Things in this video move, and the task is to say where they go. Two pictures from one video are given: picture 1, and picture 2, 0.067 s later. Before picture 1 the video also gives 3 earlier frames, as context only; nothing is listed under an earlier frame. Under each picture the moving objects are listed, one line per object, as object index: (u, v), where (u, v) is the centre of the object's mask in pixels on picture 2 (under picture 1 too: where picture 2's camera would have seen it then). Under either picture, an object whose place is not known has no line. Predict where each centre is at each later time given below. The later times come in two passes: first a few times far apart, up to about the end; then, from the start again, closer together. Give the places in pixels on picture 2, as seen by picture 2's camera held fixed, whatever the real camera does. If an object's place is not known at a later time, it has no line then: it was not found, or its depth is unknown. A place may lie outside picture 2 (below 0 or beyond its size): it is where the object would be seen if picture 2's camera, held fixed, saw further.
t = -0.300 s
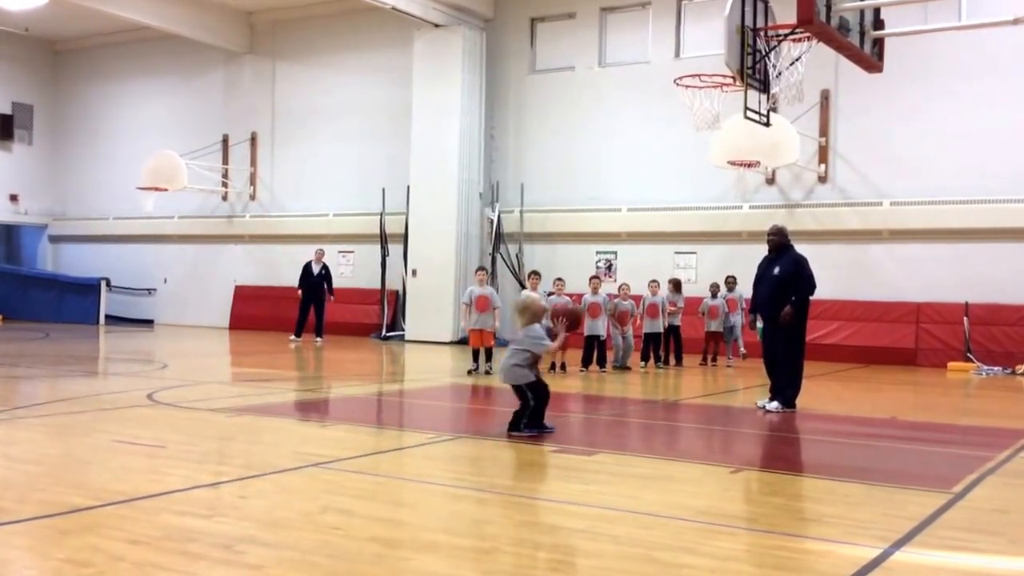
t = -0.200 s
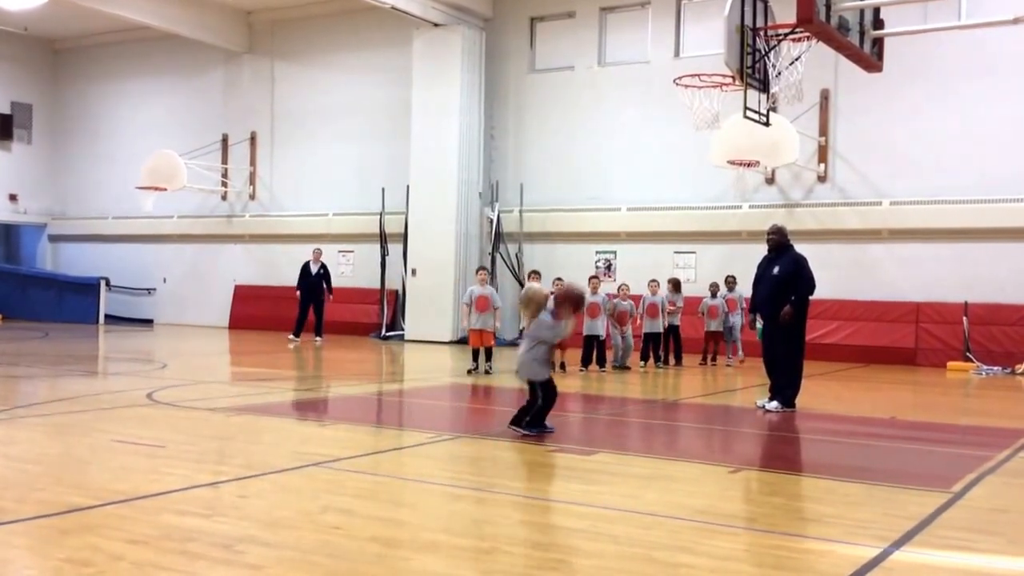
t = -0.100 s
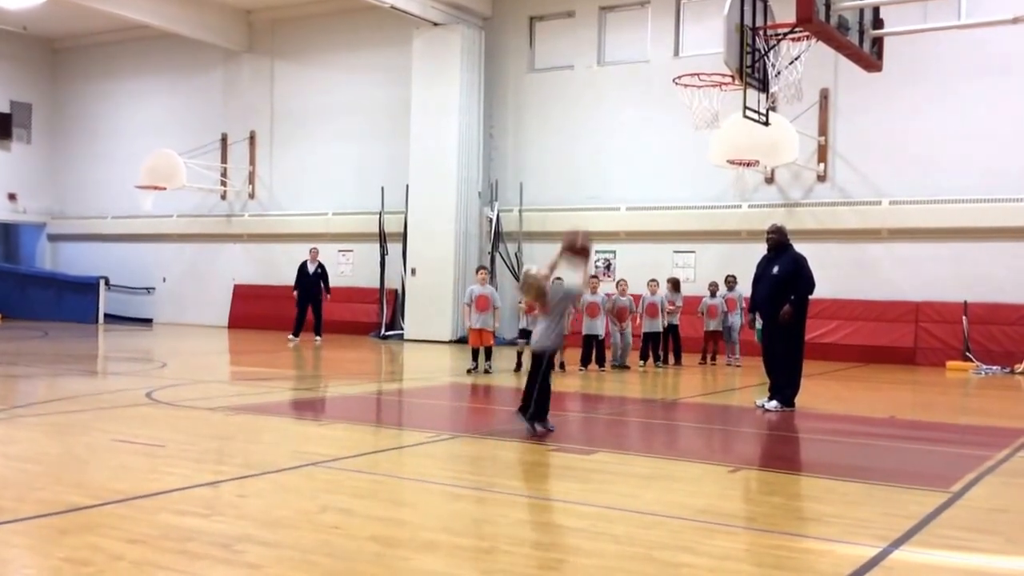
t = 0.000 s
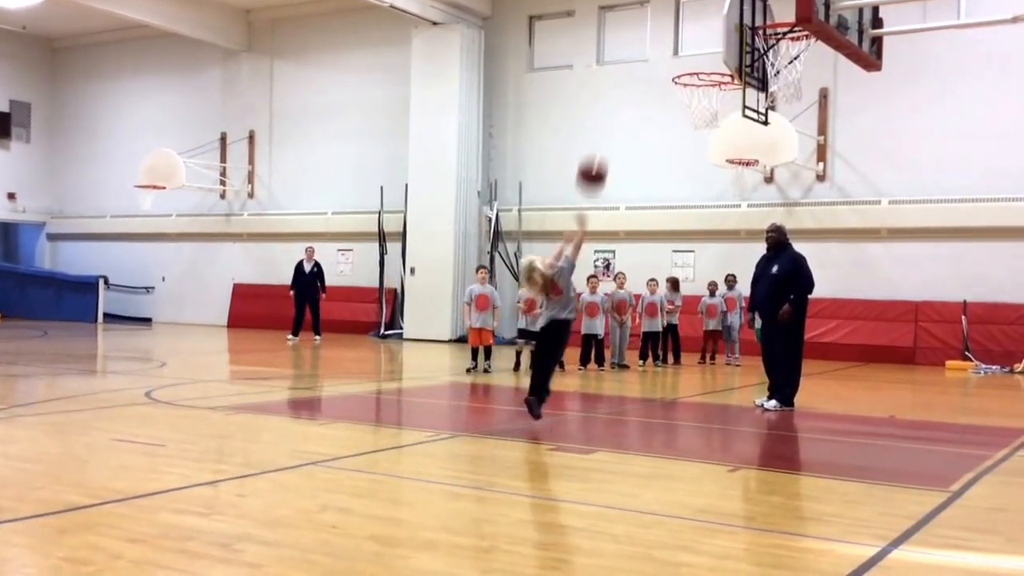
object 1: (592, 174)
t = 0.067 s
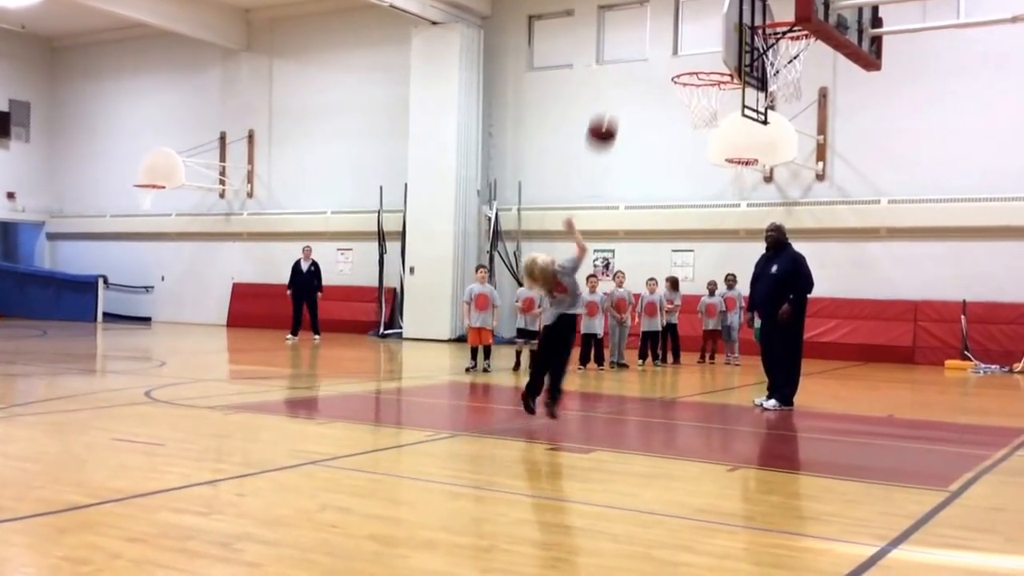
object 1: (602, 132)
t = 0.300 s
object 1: (634, 34)
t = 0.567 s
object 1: (665, 12)
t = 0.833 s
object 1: (691, 66)
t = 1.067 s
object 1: (709, 182)
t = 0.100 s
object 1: (606, 114)
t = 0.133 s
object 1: (611, 96)
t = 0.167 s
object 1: (616, 81)
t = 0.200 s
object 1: (621, 67)
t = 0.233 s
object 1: (625, 54)
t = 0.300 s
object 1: (634, 34)
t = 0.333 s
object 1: (638, 26)
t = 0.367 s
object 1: (642, 20)
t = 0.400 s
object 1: (646, 14)
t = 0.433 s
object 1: (650, 13)
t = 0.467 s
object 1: (654, 12)
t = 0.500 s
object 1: (658, 11)
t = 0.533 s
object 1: (661, 11)
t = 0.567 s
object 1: (665, 12)
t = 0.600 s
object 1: (669, 13)
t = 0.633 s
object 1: (673, 16)
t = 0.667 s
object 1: (676, 20)
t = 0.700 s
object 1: (678, 28)
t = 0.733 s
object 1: (682, 35)
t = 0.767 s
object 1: (685, 44)
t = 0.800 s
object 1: (688, 54)
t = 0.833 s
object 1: (691, 66)
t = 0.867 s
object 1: (693, 82)
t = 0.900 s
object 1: (697, 95)
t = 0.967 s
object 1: (702, 127)
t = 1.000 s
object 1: (704, 145)
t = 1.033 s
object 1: (706, 165)
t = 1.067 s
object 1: (709, 182)
